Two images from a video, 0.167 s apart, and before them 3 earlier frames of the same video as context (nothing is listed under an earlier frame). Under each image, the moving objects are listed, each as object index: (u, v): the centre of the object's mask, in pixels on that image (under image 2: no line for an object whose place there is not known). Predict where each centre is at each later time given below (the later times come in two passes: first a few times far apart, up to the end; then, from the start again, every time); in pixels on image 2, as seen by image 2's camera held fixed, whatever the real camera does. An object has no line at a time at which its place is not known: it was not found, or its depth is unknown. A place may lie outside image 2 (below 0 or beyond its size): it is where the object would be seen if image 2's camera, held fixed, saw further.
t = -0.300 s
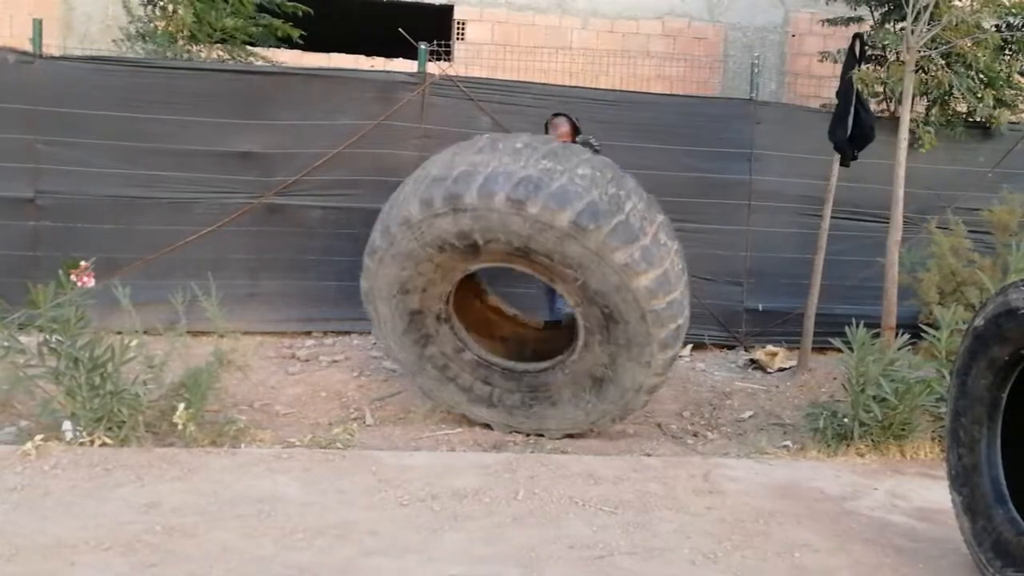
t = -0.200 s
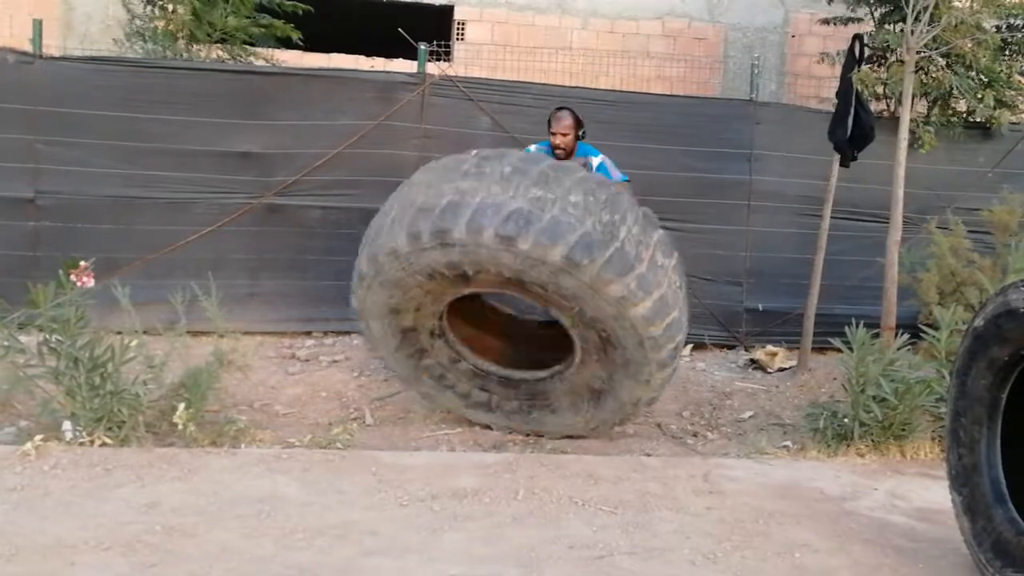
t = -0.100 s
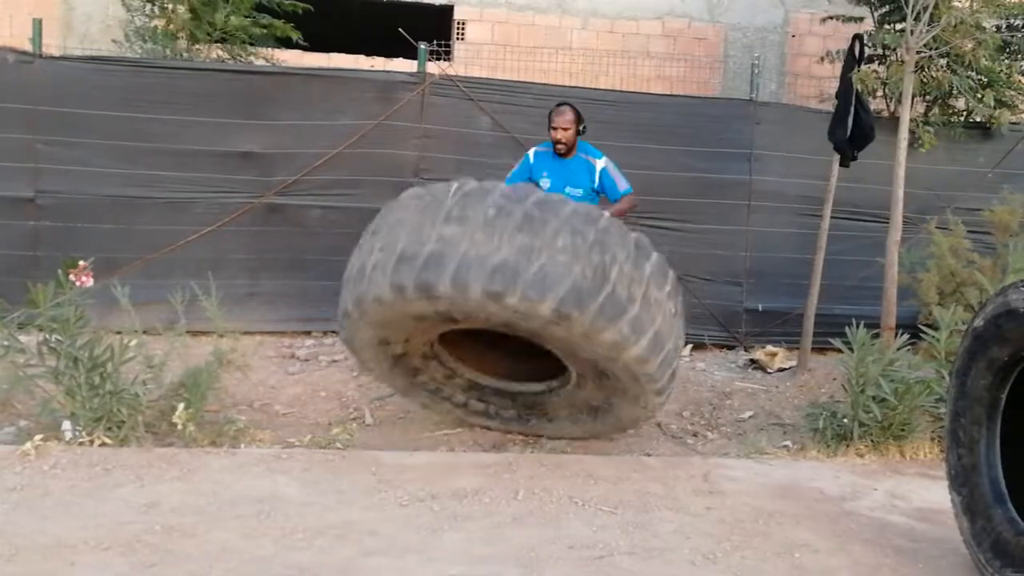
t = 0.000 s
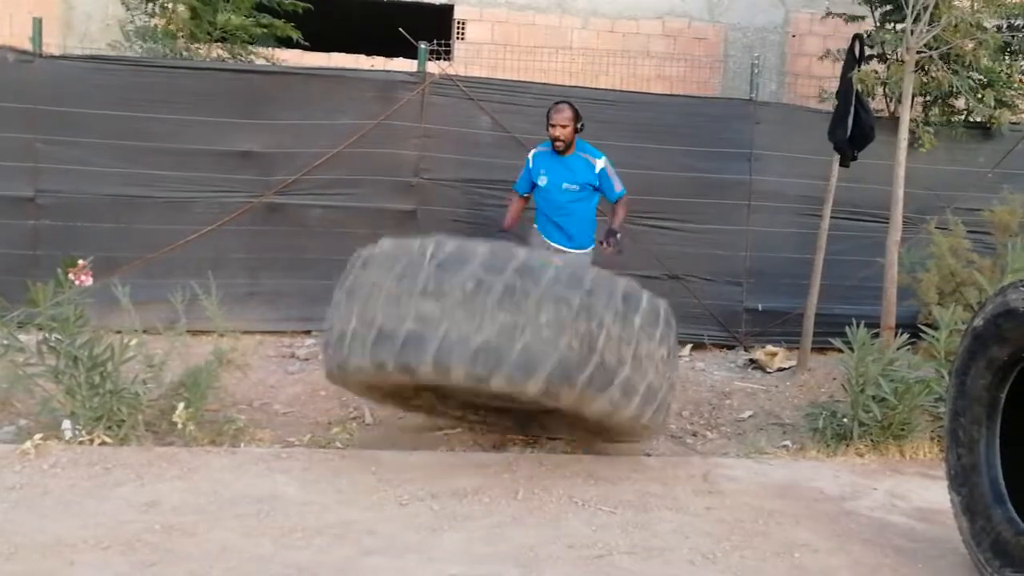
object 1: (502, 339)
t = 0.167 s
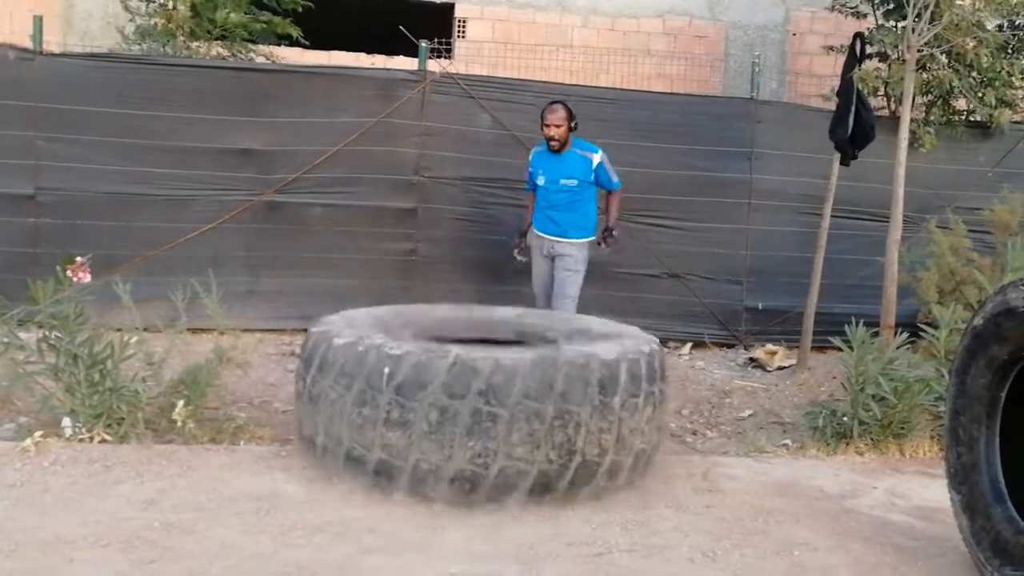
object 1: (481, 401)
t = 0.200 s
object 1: (477, 397)
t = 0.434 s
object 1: (451, 412)
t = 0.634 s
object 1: (451, 412)
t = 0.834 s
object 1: (450, 413)
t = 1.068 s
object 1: (451, 414)
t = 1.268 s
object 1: (451, 415)
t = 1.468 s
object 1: (451, 415)
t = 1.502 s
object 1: (451, 415)
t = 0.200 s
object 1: (477, 397)
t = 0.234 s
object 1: (472, 394)
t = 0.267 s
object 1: (469, 396)
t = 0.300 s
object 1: (464, 399)
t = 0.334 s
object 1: (460, 401)
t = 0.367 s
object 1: (456, 407)
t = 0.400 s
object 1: (454, 411)
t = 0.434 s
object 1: (451, 412)
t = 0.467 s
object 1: (449, 412)
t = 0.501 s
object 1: (450, 411)
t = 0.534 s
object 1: (451, 410)
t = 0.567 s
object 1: (451, 410)
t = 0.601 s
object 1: (452, 411)
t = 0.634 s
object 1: (451, 412)
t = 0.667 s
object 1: (451, 412)
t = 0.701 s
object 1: (450, 412)
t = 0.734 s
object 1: (450, 413)
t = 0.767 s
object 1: (450, 413)
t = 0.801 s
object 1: (451, 413)
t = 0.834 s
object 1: (450, 413)
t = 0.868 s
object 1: (451, 414)
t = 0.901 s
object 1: (451, 414)
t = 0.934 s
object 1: (451, 414)
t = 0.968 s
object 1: (451, 414)
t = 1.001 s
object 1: (451, 414)
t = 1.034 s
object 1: (451, 414)
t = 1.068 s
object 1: (451, 414)
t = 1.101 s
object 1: (451, 414)
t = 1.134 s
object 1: (451, 414)
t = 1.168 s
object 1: (451, 414)
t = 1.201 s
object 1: (451, 414)
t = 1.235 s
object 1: (451, 415)
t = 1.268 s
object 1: (451, 415)
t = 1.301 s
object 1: (451, 415)
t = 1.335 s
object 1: (451, 415)
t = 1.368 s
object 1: (451, 415)
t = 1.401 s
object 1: (451, 415)
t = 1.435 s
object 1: (451, 415)
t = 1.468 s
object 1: (451, 415)
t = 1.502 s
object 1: (451, 415)
